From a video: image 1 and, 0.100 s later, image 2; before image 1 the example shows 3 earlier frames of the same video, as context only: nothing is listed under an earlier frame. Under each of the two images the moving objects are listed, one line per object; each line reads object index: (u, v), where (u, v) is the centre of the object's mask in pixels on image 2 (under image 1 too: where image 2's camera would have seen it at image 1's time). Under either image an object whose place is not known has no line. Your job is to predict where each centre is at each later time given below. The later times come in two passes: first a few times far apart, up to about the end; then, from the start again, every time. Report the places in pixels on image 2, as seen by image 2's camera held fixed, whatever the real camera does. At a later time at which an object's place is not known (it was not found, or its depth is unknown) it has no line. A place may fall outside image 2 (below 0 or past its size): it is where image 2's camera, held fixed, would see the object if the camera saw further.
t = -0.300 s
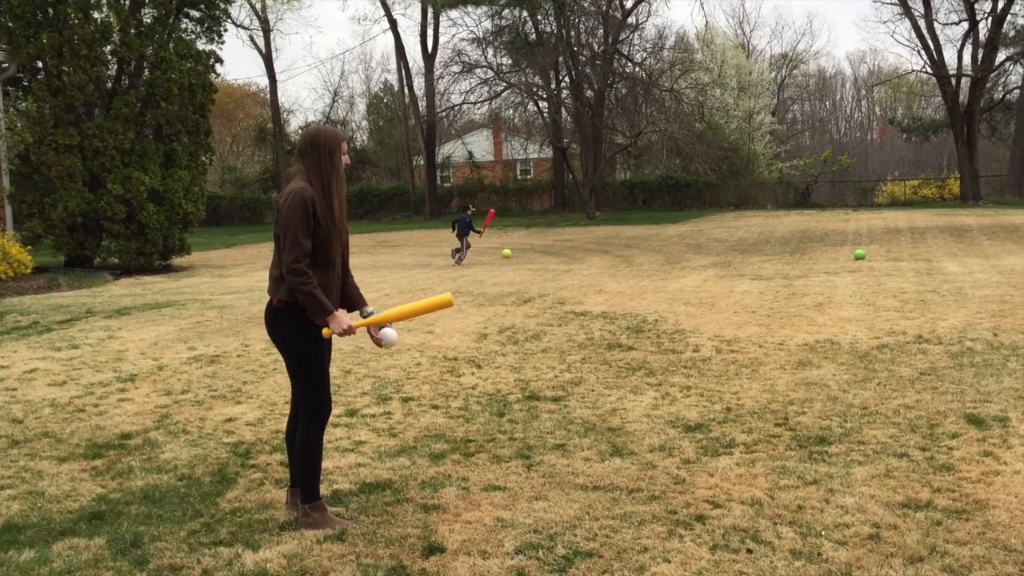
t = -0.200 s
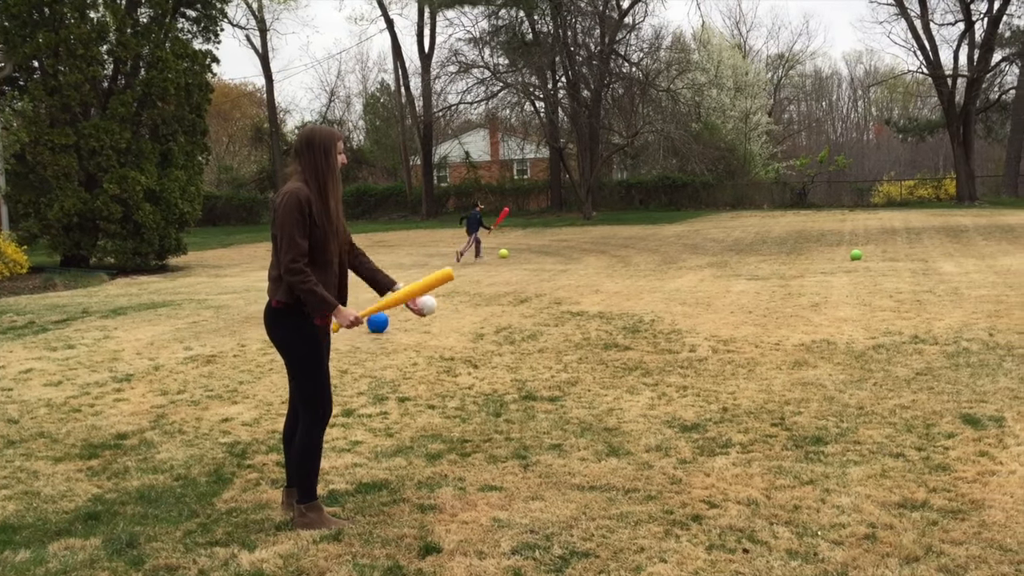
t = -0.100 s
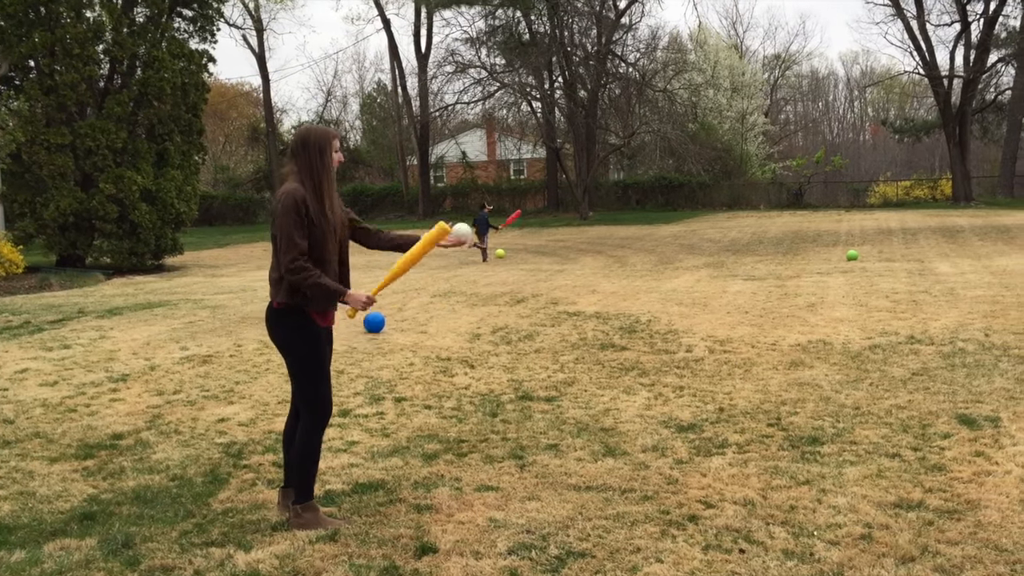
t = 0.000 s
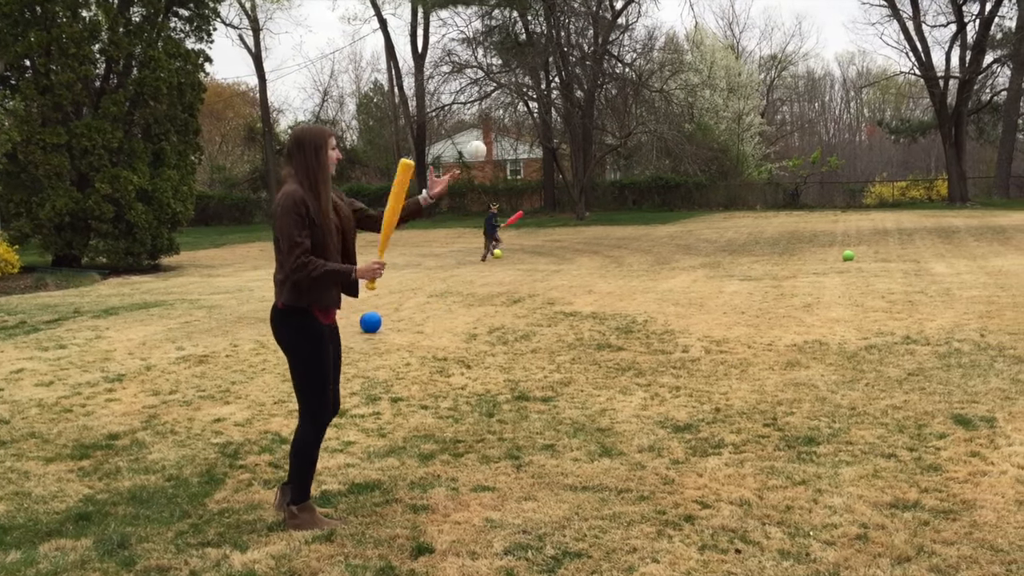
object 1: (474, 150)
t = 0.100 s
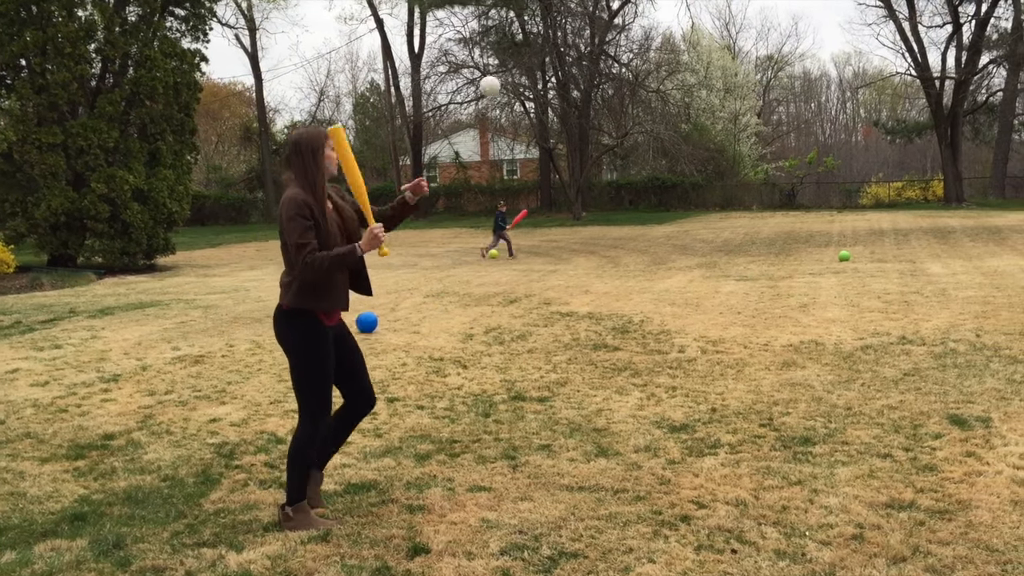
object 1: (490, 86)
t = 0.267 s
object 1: (518, 27)
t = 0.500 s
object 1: (561, 41)
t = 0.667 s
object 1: (593, 125)
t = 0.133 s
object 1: (495, 69)
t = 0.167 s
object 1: (501, 55)
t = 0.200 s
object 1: (507, 43)
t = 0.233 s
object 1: (512, 33)
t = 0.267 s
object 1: (518, 27)
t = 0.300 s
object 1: (524, 21)
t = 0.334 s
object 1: (530, 19)
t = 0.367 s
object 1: (536, 18)
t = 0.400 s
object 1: (542, 20)
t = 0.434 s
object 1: (548, 25)
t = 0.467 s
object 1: (555, 32)
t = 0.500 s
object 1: (561, 41)
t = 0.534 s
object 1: (568, 53)
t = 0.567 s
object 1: (574, 67)
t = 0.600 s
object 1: (580, 85)
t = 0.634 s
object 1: (587, 104)
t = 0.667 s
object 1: (593, 125)
